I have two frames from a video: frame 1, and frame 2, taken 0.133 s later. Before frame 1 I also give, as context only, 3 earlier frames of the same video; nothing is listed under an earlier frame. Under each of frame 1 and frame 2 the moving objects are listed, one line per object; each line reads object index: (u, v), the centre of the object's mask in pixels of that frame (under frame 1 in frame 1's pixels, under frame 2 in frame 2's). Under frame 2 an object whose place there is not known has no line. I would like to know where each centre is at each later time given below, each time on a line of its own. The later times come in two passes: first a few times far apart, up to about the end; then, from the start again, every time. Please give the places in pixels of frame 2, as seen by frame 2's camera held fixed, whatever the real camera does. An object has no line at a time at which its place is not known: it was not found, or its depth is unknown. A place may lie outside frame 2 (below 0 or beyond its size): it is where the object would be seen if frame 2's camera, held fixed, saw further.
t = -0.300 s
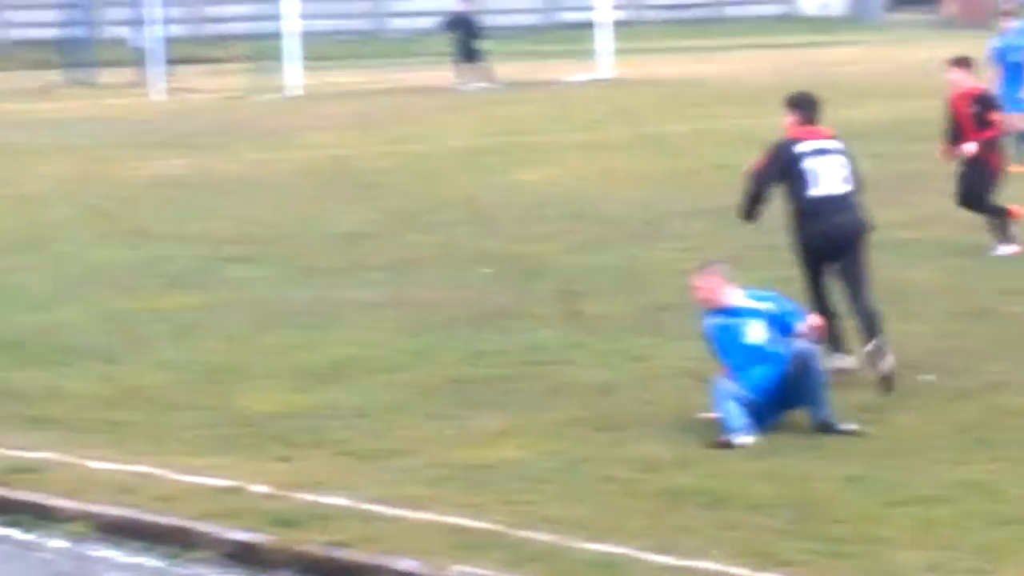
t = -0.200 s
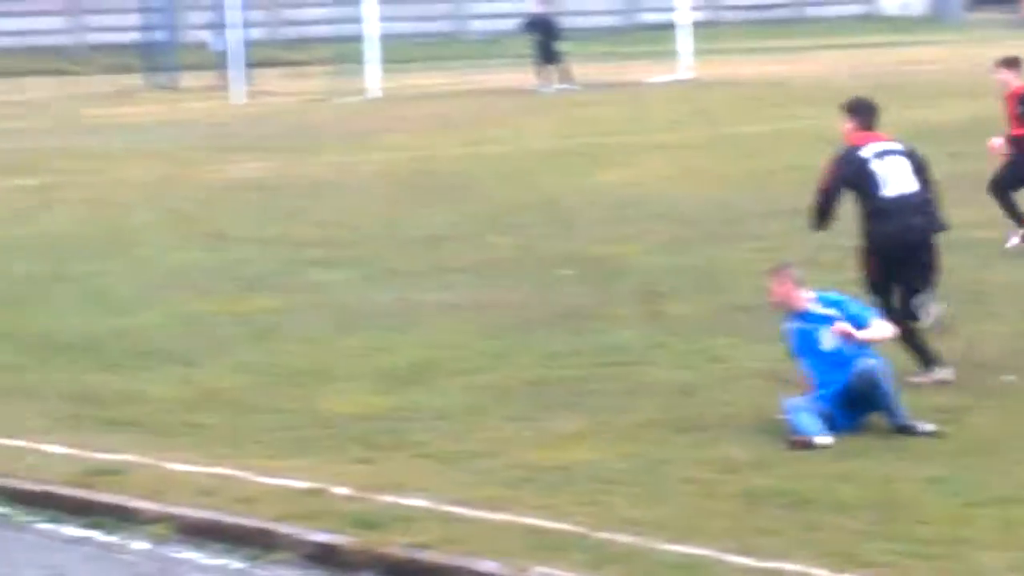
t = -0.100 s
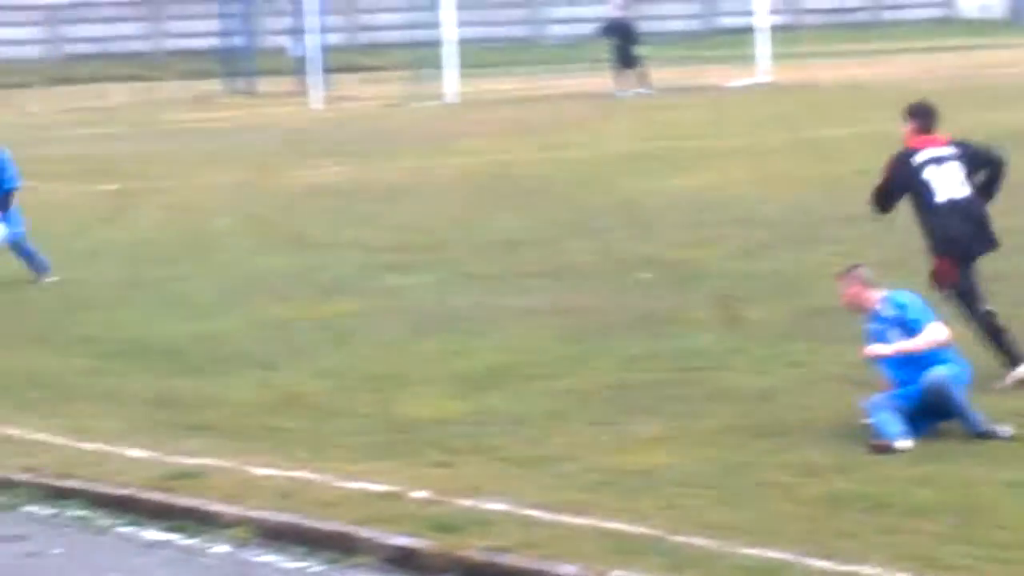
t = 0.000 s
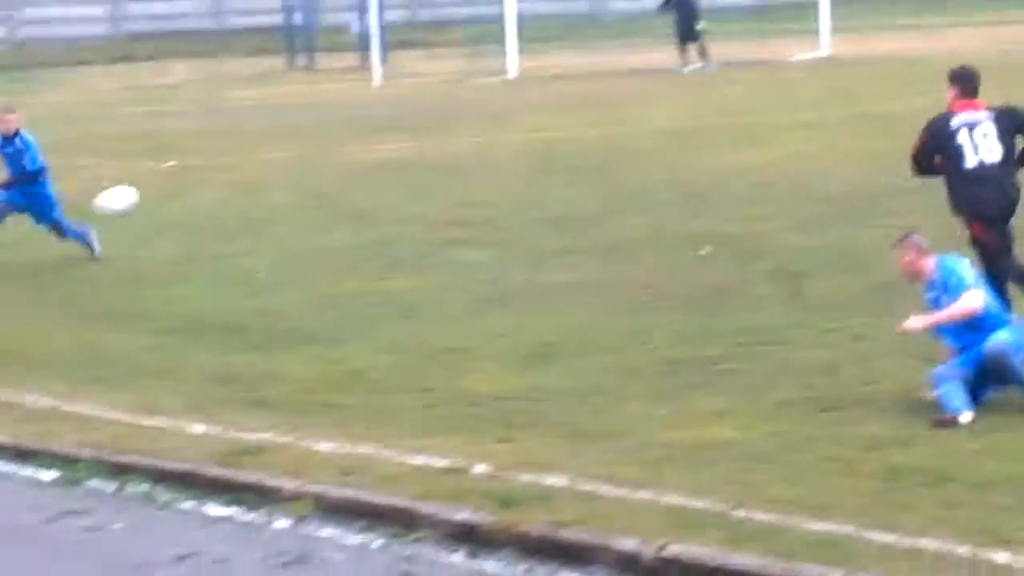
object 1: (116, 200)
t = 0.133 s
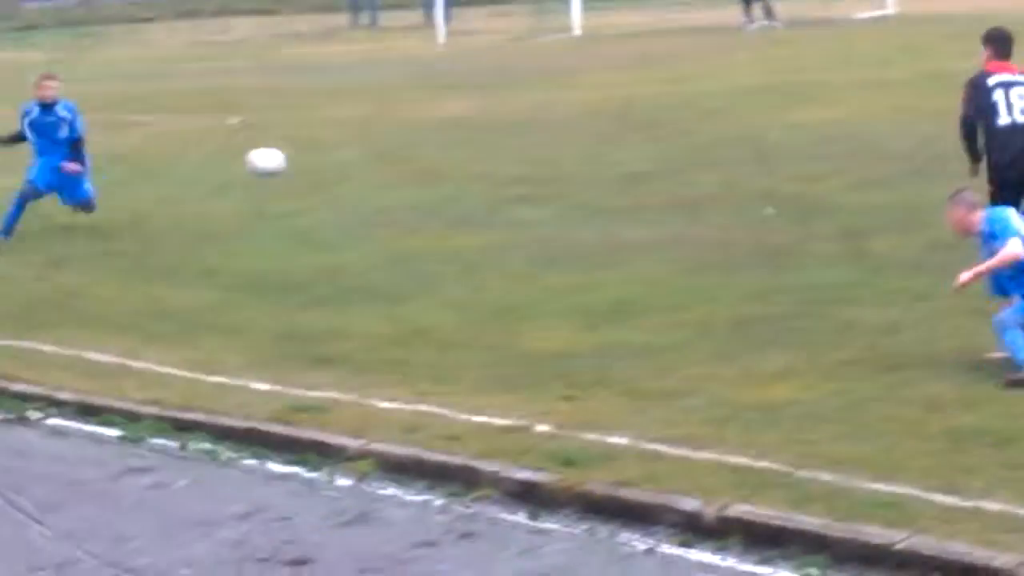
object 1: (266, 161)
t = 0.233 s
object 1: (327, 177)
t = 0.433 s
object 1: (417, 188)
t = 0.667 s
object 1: (481, 177)
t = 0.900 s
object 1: (520, 159)
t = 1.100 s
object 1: (539, 172)
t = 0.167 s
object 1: (287, 164)
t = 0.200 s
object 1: (307, 171)
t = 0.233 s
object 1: (327, 177)
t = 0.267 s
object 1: (345, 183)
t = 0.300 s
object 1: (364, 192)
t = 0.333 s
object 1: (383, 202)
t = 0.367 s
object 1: (398, 204)
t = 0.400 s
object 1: (407, 194)
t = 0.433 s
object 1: (417, 188)
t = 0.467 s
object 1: (427, 182)
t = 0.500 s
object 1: (437, 179)
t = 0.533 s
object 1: (445, 175)
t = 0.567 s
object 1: (454, 174)
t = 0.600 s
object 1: (463, 174)
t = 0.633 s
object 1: (472, 174)
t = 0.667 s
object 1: (481, 177)
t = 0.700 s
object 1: (489, 181)
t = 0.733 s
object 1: (497, 182)
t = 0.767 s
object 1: (501, 176)
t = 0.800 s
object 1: (506, 170)
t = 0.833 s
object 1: (511, 165)
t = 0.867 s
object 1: (516, 161)
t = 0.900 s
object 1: (520, 159)
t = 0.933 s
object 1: (522, 158)
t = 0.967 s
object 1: (525, 159)
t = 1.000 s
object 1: (529, 161)
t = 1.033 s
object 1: (532, 164)
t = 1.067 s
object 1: (536, 167)
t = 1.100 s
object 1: (539, 172)
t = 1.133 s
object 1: (542, 171)
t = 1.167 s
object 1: (544, 169)
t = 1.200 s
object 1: (547, 167)
